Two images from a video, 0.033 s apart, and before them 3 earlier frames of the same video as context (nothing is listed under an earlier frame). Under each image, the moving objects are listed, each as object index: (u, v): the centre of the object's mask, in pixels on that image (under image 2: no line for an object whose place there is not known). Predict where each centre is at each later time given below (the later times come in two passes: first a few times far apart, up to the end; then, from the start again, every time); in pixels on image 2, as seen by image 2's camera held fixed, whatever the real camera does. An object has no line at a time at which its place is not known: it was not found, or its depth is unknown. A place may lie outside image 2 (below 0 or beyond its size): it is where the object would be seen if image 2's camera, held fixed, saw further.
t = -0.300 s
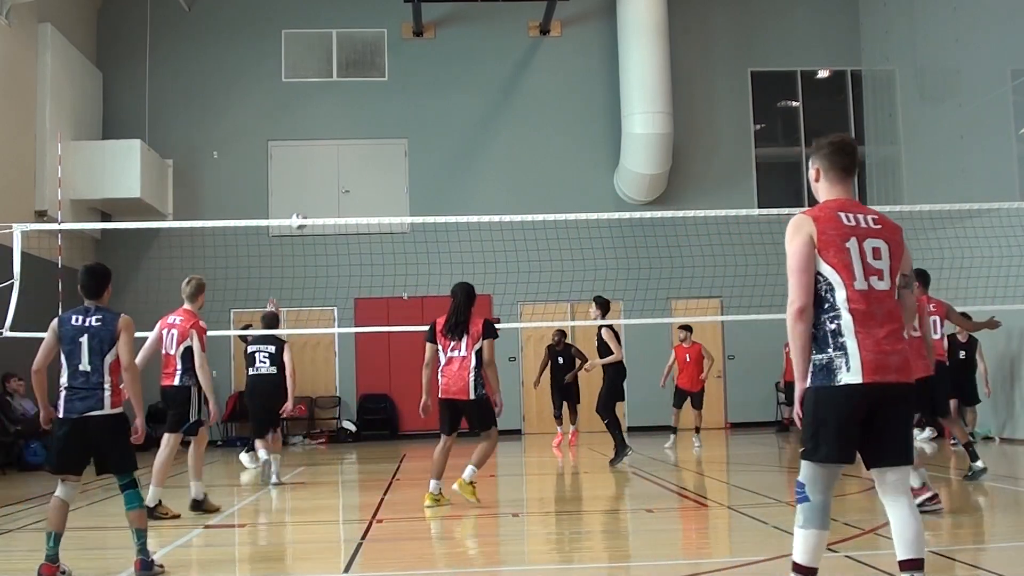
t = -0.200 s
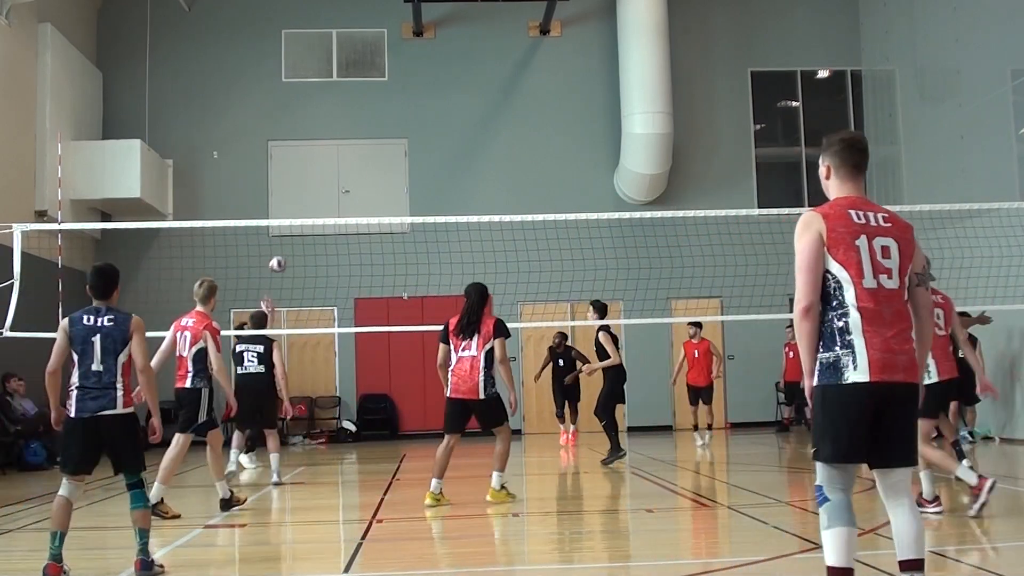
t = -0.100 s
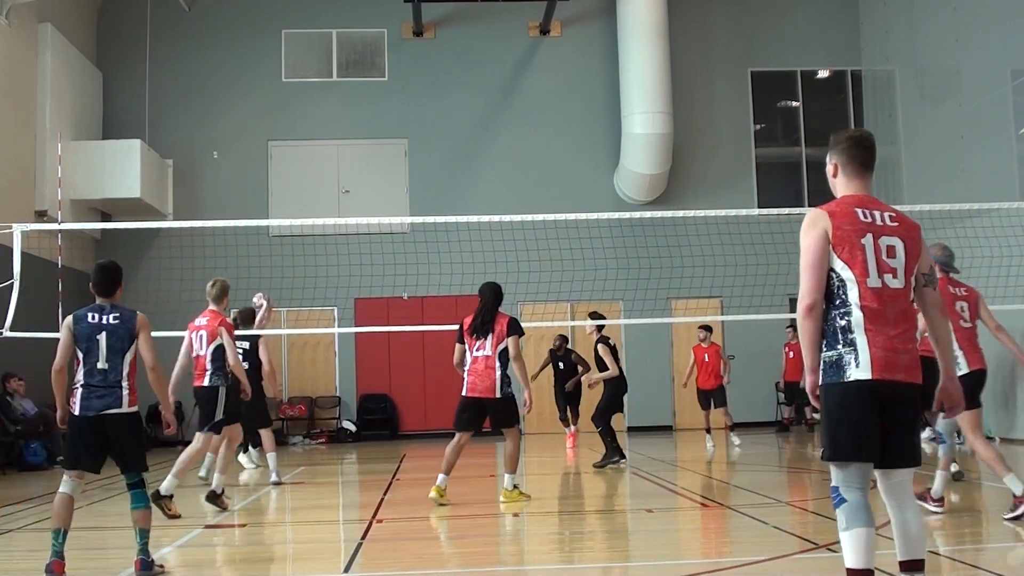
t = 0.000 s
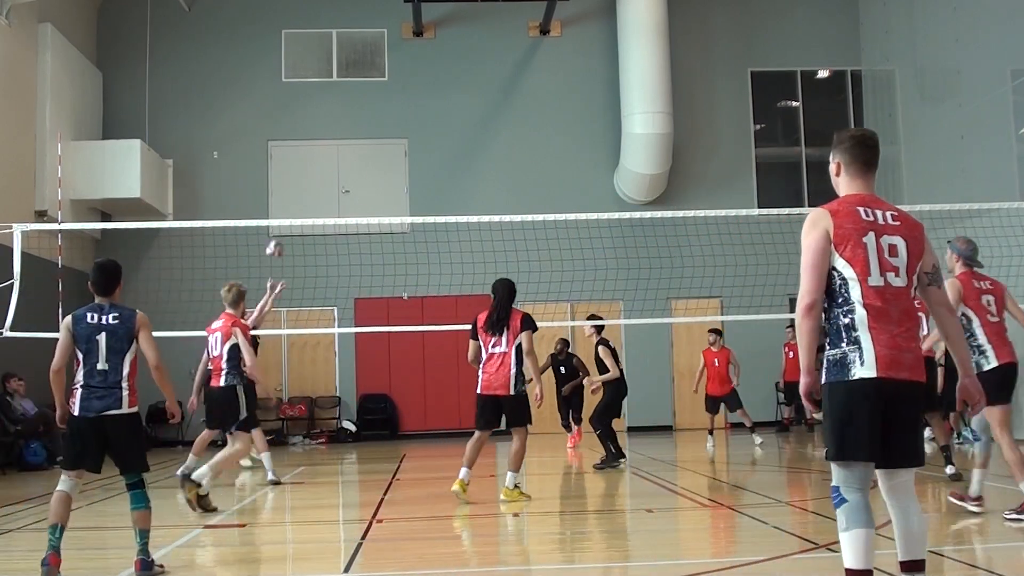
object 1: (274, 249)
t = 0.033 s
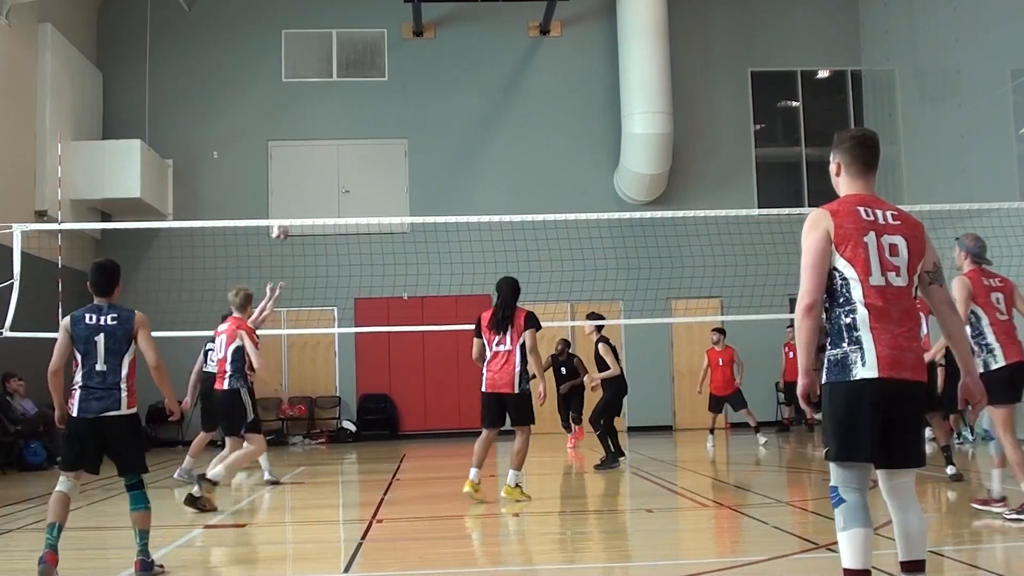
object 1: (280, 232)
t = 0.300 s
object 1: (324, 127)
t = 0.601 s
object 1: (374, 77)
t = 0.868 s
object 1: (420, 90)
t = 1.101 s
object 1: (461, 146)
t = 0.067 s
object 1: (286, 214)
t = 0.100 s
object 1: (290, 201)
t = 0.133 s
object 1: (296, 186)
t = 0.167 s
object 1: (302, 172)
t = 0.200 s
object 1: (307, 160)
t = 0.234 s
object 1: (312, 148)
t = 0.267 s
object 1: (318, 137)
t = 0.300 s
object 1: (324, 127)
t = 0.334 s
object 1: (329, 119)
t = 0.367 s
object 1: (335, 110)
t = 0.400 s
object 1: (340, 102)
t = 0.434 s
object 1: (346, 96)
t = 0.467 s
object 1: (351, 91)
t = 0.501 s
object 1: (357, 86)
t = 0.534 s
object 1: (363, 82)
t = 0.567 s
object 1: (368, 79)
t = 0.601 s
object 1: (374, 77)
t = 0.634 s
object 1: (379, 75)
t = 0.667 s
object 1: (385, 75)
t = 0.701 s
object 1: (391, 75)
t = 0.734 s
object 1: (397, 76)
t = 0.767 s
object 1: (402, 78)
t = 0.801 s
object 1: (408, 81)
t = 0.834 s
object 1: (414, 85)
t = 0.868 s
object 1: (420, 90)
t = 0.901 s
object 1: (426, 95)
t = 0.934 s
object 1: (432, 102)
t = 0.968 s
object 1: (438, 109)
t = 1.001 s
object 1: (444, 117)
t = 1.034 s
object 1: (450, 126)
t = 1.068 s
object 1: (455, 136)
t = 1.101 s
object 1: (461, 146)
